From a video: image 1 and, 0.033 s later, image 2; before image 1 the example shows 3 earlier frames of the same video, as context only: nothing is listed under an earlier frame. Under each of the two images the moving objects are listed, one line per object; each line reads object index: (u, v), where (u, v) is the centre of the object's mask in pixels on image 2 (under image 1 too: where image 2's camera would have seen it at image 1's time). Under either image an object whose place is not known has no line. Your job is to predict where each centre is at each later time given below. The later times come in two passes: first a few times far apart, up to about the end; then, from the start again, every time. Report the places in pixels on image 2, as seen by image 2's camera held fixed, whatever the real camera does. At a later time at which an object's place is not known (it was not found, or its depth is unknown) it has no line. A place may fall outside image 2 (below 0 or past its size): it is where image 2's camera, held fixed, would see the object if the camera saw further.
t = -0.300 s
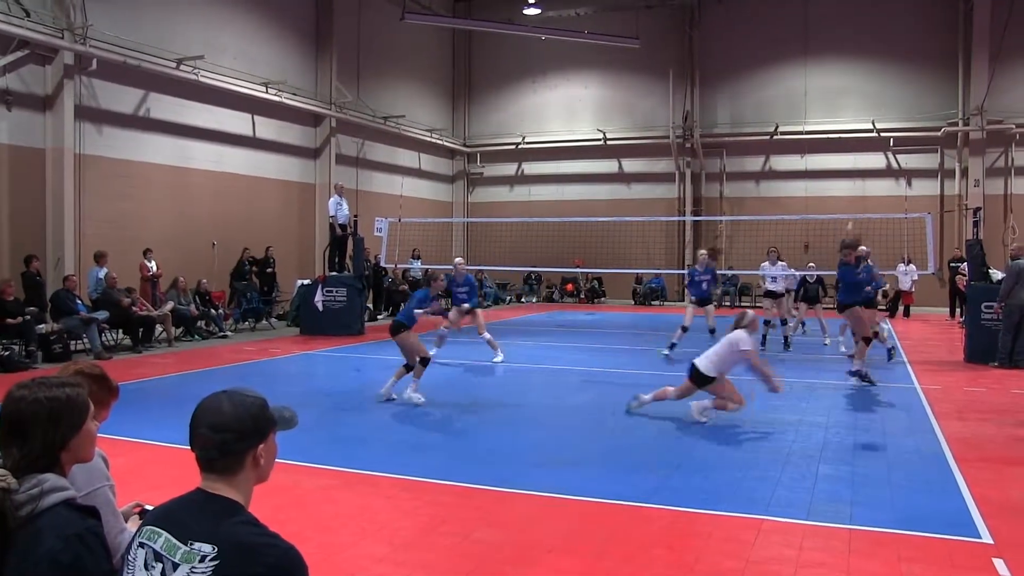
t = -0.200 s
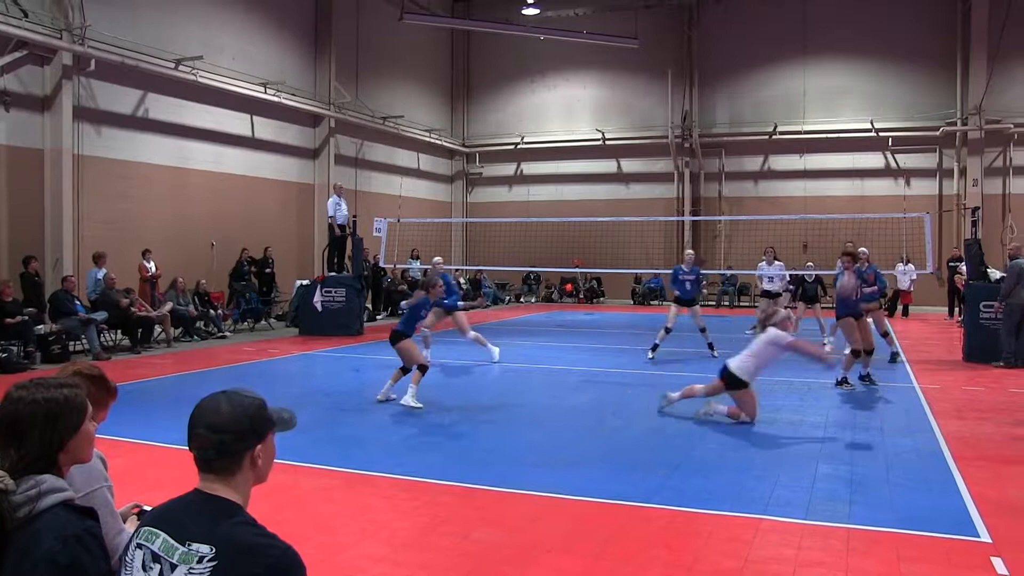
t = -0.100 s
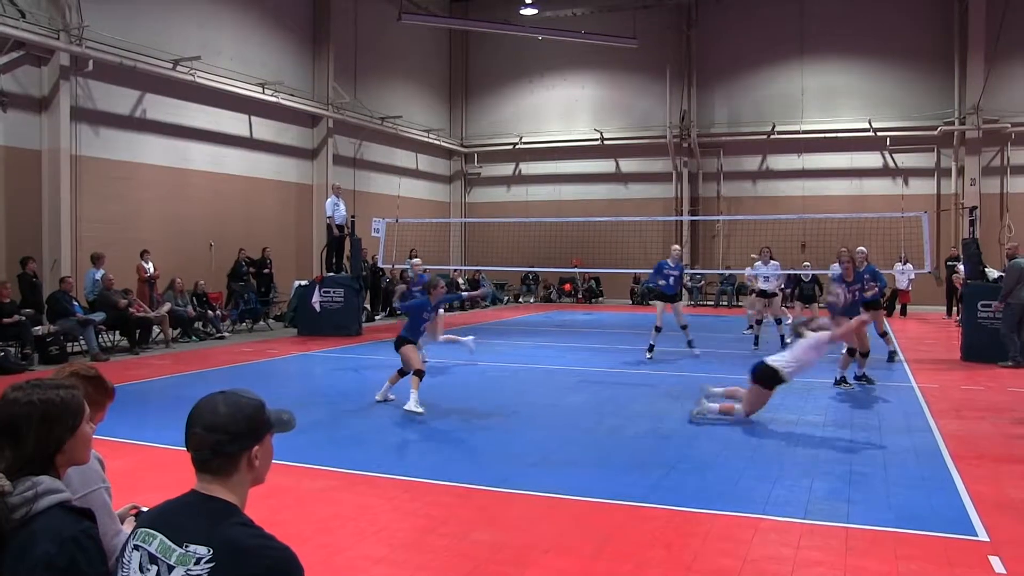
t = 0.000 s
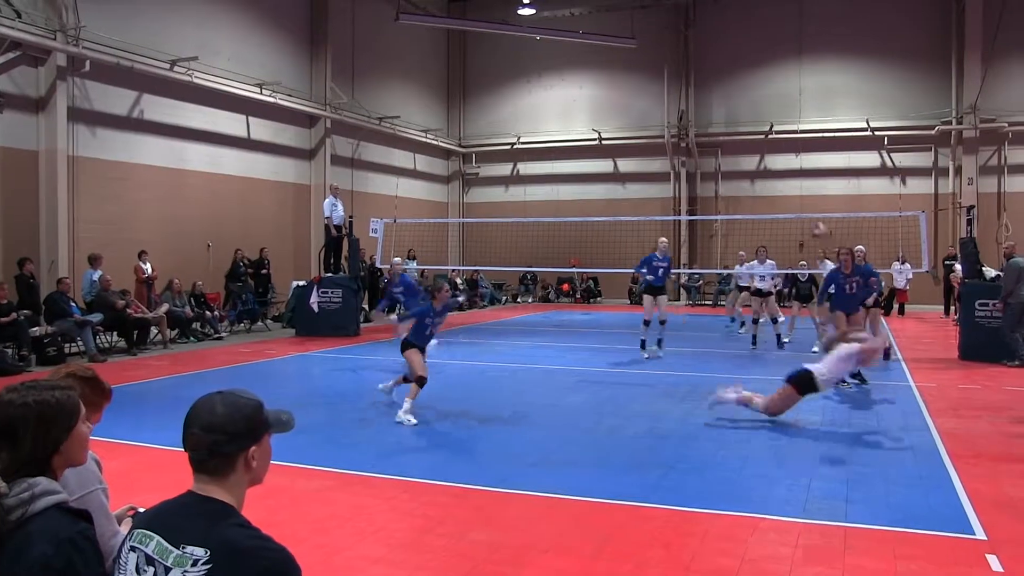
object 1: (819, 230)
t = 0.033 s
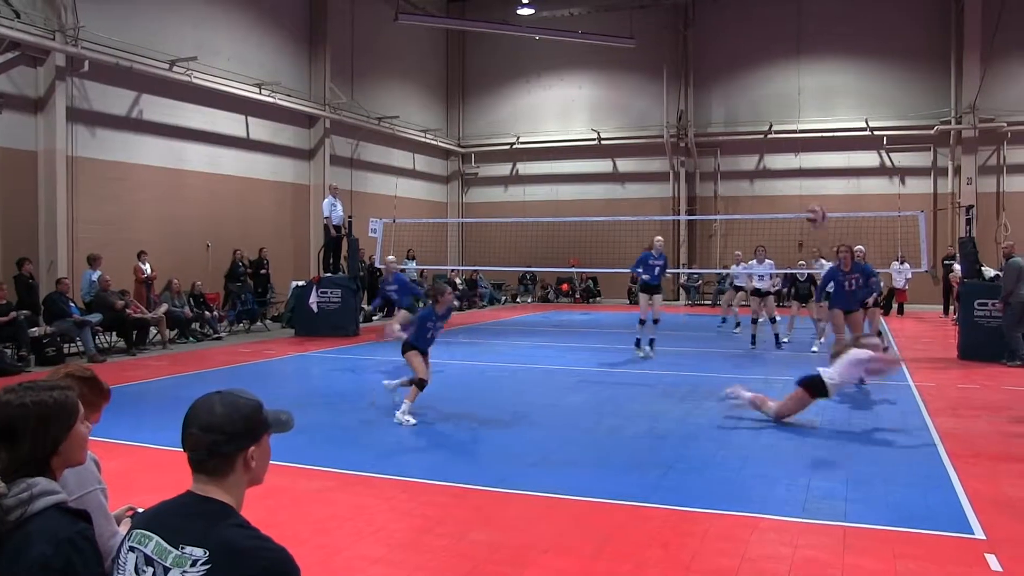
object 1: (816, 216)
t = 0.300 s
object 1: (779, 123)
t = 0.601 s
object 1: (741, 106)
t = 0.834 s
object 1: (715, 145)
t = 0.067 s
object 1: (811, 199)
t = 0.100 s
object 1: (806, 183)
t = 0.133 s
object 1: (803, 170)
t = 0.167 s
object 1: (797, 158)
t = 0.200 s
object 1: (792, 147)
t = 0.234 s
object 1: (788, 139)
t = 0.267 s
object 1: (783, 129)
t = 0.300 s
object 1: (779, 123)
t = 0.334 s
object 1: (775, 117)
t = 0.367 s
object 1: (771, 112)
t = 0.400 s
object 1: (766, 108)
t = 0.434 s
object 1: (762, 105)
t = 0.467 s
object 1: (758, 104)
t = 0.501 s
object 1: (753, 103)
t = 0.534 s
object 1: (749, 103)
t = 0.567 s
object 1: (746, 104)
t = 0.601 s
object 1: (741, 106)
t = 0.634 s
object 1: (737, 108)
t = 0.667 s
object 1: (733, 113)
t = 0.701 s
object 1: (730, 118)
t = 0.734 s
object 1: (726, 122)
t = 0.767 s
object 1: (722, 127)
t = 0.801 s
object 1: (719, 134)
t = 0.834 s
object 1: (715, 145)
